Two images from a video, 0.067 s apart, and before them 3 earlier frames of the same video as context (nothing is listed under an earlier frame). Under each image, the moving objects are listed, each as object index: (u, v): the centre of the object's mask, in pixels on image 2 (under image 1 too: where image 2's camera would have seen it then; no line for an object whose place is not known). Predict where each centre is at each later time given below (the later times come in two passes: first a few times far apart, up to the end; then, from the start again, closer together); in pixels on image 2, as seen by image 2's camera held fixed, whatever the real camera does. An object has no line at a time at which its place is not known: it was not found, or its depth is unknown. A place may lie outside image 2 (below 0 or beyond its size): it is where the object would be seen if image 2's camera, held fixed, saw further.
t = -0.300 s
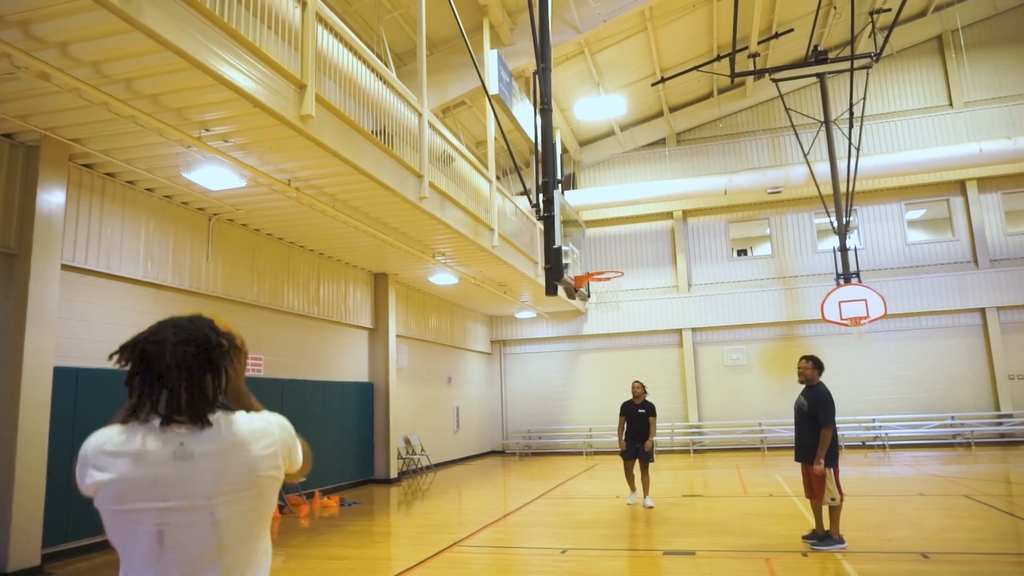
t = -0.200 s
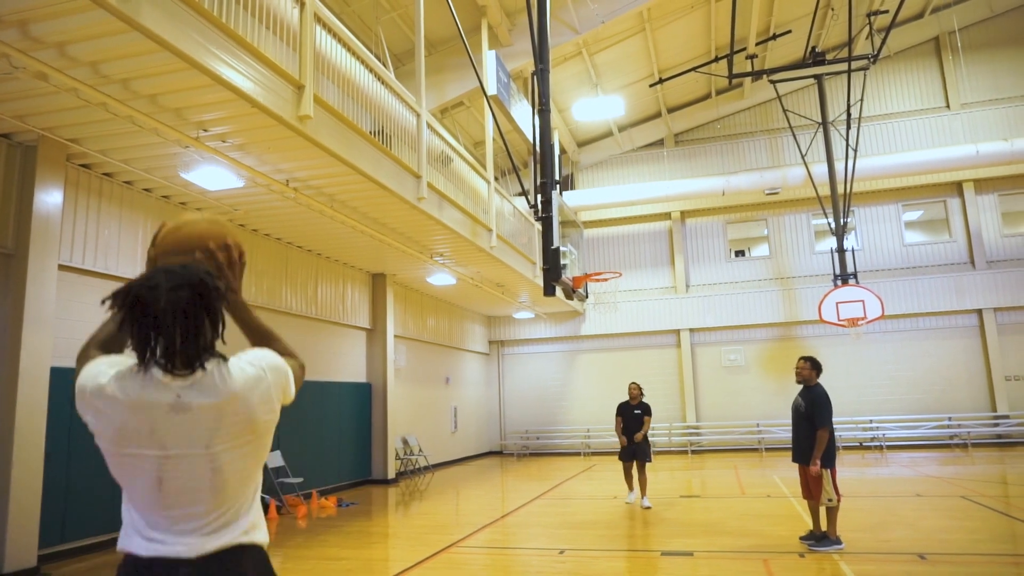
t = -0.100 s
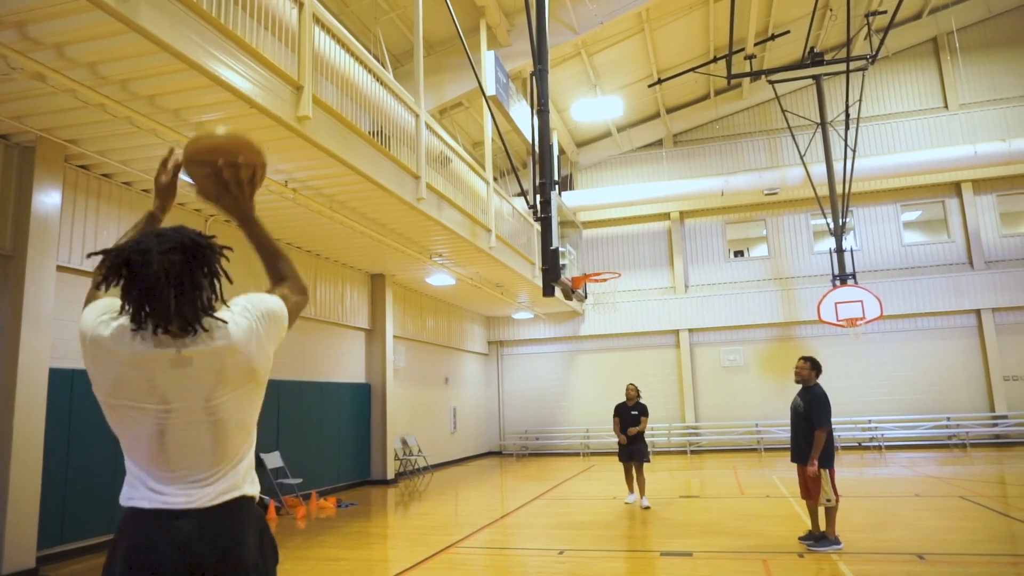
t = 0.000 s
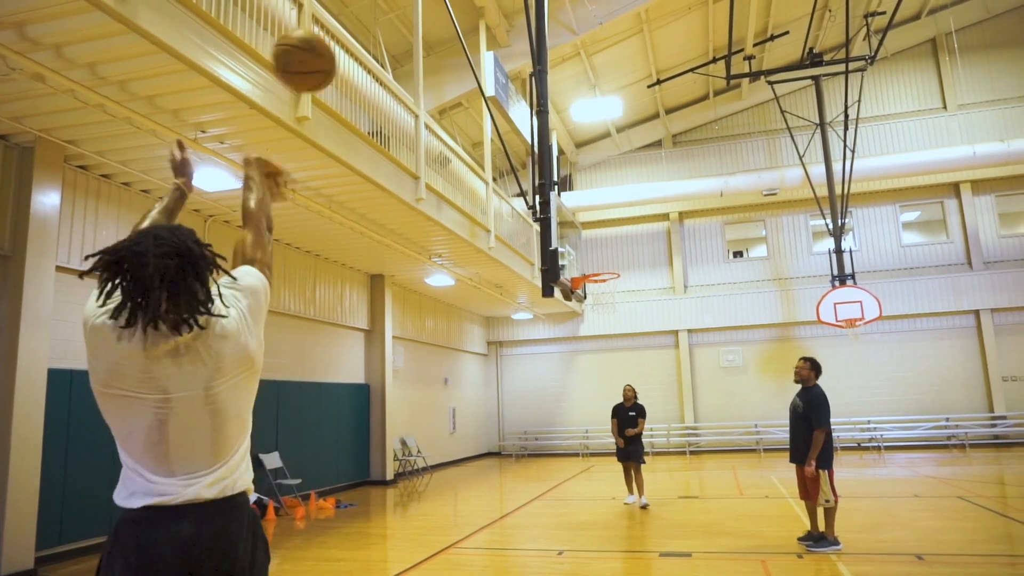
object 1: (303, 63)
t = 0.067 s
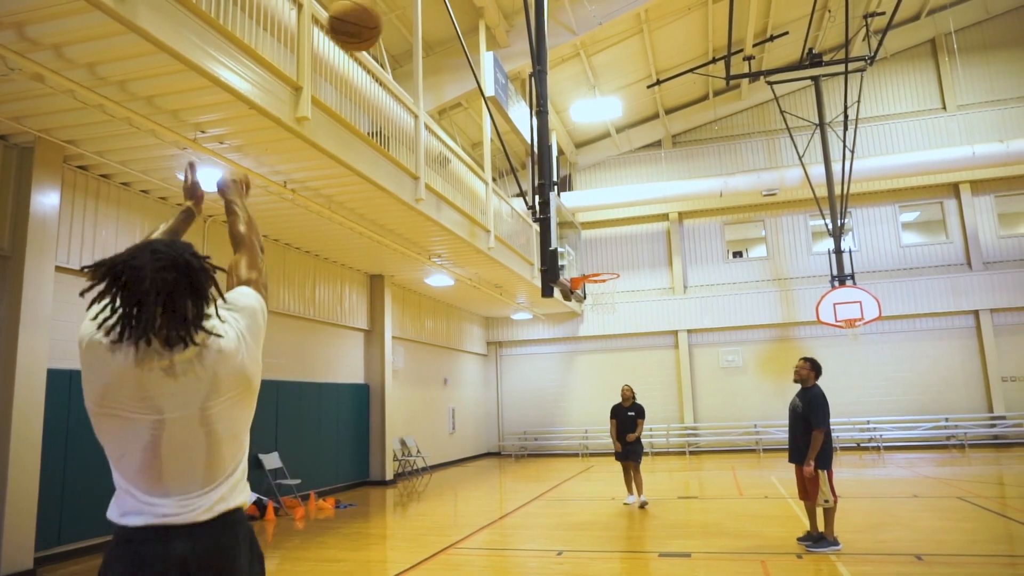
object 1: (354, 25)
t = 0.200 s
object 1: (422, 6)
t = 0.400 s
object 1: (482, 9)
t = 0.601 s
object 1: (521, 48)
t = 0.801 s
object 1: (551, 113)
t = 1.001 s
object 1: (575, 191)
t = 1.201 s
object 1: (597, 284)
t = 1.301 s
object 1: (605, 309)
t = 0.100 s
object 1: (375, 17)
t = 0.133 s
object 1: (392, 12)
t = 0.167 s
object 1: (409, 8)
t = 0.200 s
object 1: (422, 6)
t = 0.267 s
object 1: (446, 5)
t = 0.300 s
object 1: (456, 5)
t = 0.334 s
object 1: (466, 6)
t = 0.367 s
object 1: (474, 7)
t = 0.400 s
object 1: (482, 9)
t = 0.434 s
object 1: (489, 11)
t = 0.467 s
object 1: (497, 16)
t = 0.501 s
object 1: (503, 24)
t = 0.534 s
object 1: (510, 31)
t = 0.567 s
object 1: (516, 40)
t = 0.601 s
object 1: (521, 48)
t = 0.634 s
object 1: (527, 58)
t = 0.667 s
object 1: (532, 68)
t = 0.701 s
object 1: (537, 78)
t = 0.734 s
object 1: (542, 89)
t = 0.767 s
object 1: (546, 101)
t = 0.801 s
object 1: (551, 113)
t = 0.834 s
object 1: (555, 125)
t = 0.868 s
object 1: (560, 138)
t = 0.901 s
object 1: (564, 152)
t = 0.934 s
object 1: (568, 165)
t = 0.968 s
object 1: (572, 179)
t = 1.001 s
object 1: (575, 191)
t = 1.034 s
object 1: (579, 207)
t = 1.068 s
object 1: (582, 221)
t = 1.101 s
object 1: (586, 237)
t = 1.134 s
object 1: (590, 252)
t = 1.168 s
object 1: (593, 266)
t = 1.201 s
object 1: (597, 284)
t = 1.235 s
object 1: (600, 296)
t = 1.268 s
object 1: (603, 302)
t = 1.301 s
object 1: (605, 309)
